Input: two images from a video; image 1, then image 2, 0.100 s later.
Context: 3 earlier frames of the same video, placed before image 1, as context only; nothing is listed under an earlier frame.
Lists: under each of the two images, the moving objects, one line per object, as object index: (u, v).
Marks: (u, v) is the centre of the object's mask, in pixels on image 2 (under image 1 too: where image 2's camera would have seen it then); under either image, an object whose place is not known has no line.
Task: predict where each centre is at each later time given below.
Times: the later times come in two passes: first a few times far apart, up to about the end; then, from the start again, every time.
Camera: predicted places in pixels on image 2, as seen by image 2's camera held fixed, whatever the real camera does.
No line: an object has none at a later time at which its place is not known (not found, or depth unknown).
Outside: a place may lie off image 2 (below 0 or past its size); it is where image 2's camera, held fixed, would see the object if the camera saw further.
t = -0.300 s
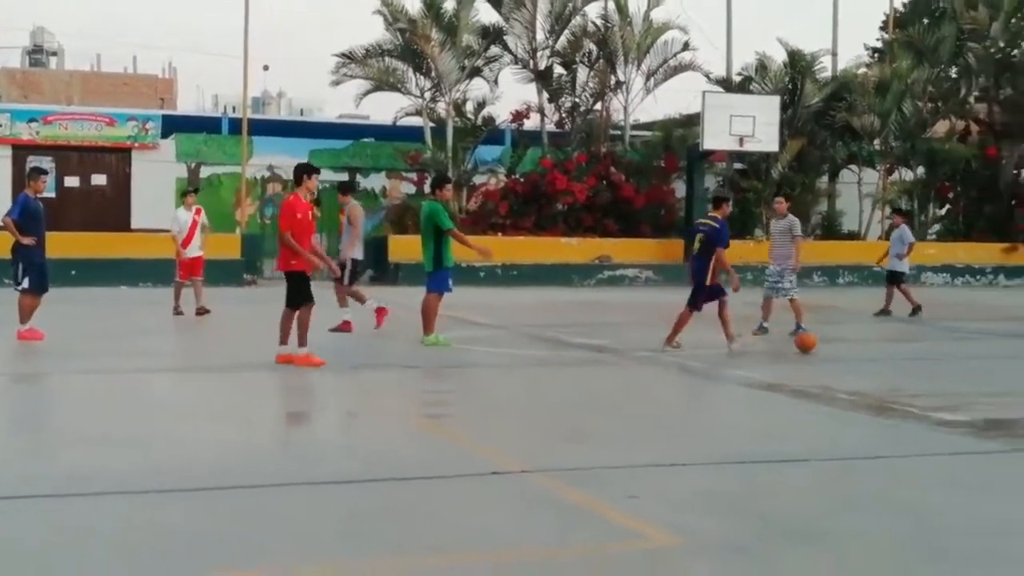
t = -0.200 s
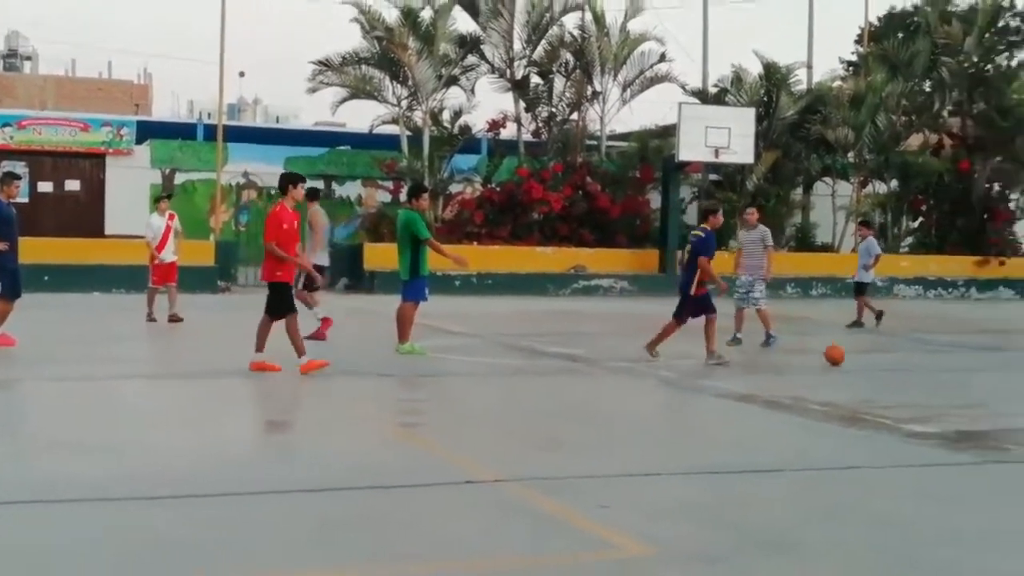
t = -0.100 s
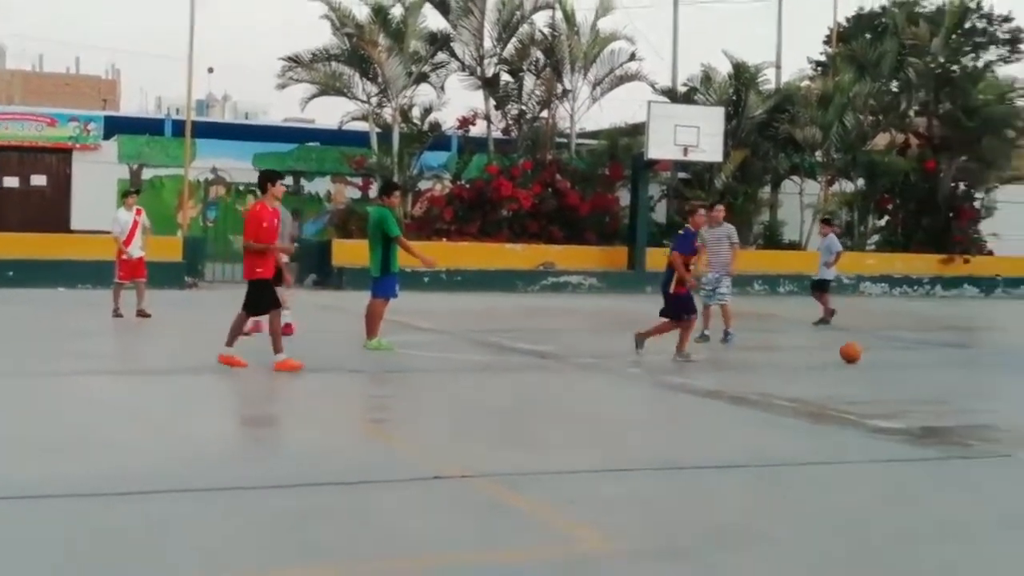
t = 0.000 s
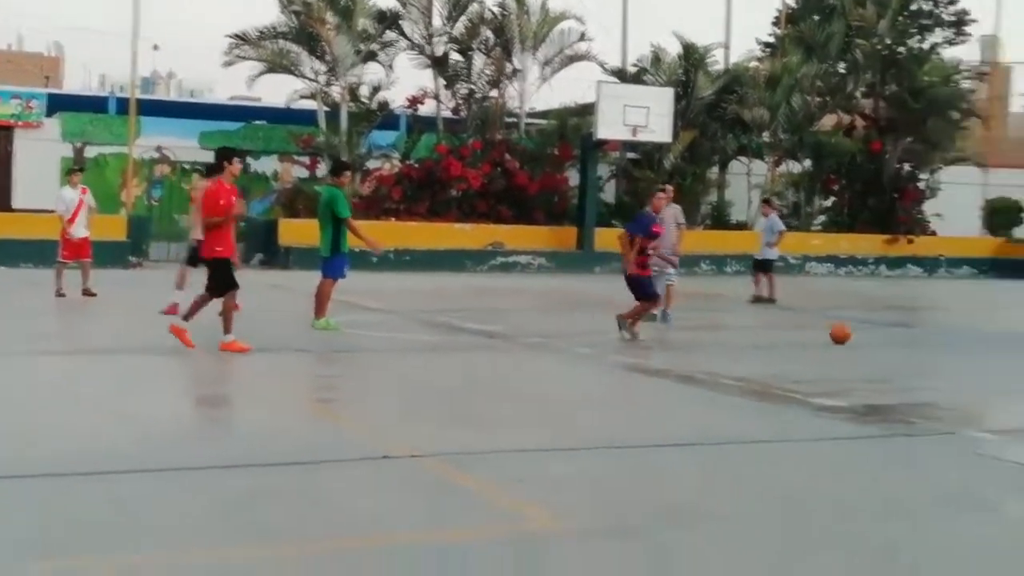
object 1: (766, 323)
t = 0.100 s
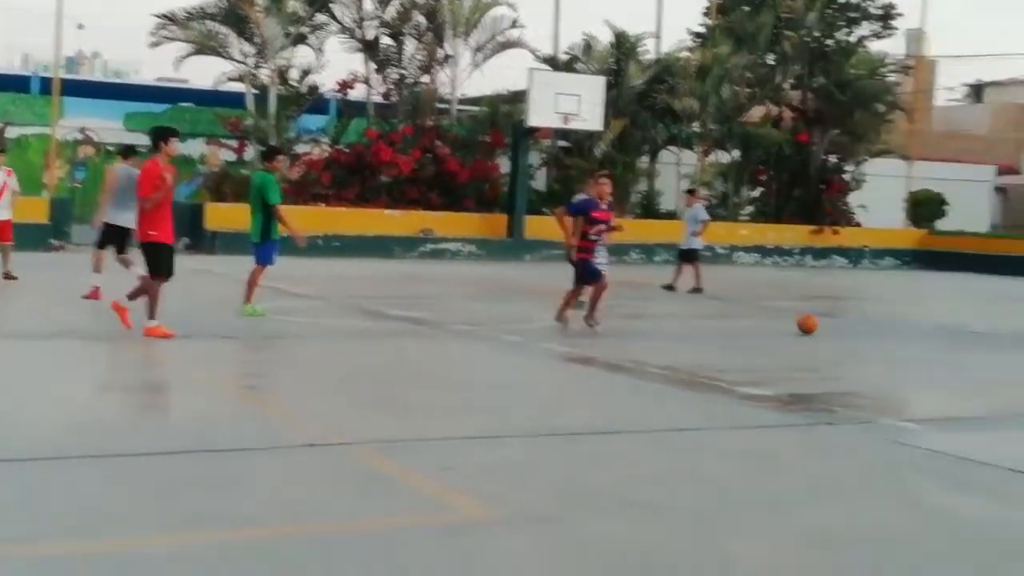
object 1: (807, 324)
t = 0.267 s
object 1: (874, 327)
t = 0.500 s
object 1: (966, 331)
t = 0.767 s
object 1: (1071, 334)
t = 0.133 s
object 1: (821, 325)
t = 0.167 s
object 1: (834, 325)
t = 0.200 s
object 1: (848, 326)
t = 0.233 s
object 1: (861, 327)
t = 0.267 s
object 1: (874, 327)
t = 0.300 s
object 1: (886, 328)
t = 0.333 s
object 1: (900, 329)
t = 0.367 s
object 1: (913, 329)
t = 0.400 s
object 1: (926, 329)
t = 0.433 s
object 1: (939, 330)
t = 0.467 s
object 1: (952, 330)
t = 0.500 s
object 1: (966, 331)
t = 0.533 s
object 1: (979, 332)
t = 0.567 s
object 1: (993, 331)
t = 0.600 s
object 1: (1006, 333)
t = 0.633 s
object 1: (1019, 333)
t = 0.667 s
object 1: (1032, 333)
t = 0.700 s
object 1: (1045, 334)
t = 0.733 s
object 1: (1058, 335)
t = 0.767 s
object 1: (1071, 334)
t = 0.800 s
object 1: (1083, 336)
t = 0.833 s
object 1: (1097, 336)
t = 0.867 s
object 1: (1110, 336)
